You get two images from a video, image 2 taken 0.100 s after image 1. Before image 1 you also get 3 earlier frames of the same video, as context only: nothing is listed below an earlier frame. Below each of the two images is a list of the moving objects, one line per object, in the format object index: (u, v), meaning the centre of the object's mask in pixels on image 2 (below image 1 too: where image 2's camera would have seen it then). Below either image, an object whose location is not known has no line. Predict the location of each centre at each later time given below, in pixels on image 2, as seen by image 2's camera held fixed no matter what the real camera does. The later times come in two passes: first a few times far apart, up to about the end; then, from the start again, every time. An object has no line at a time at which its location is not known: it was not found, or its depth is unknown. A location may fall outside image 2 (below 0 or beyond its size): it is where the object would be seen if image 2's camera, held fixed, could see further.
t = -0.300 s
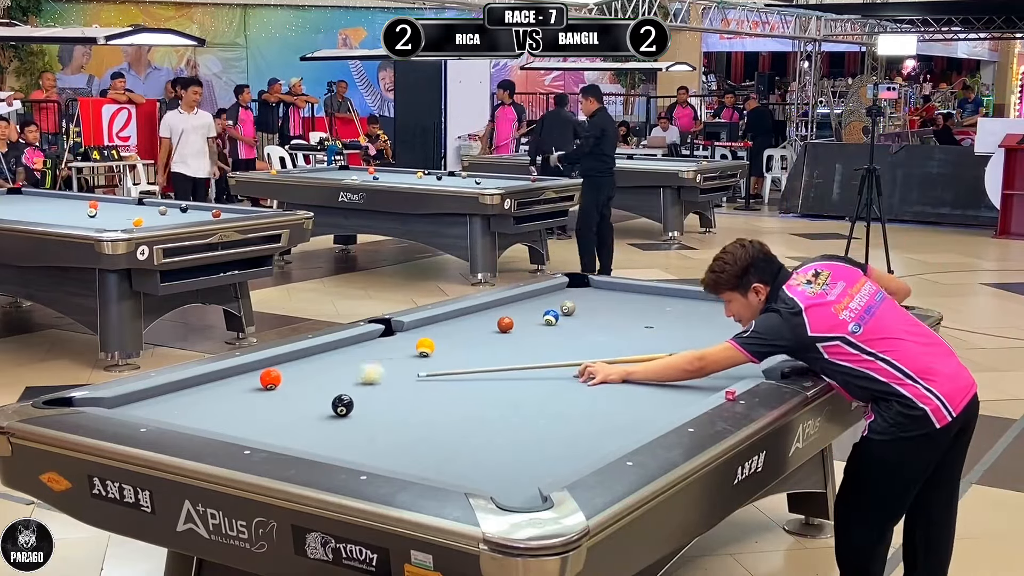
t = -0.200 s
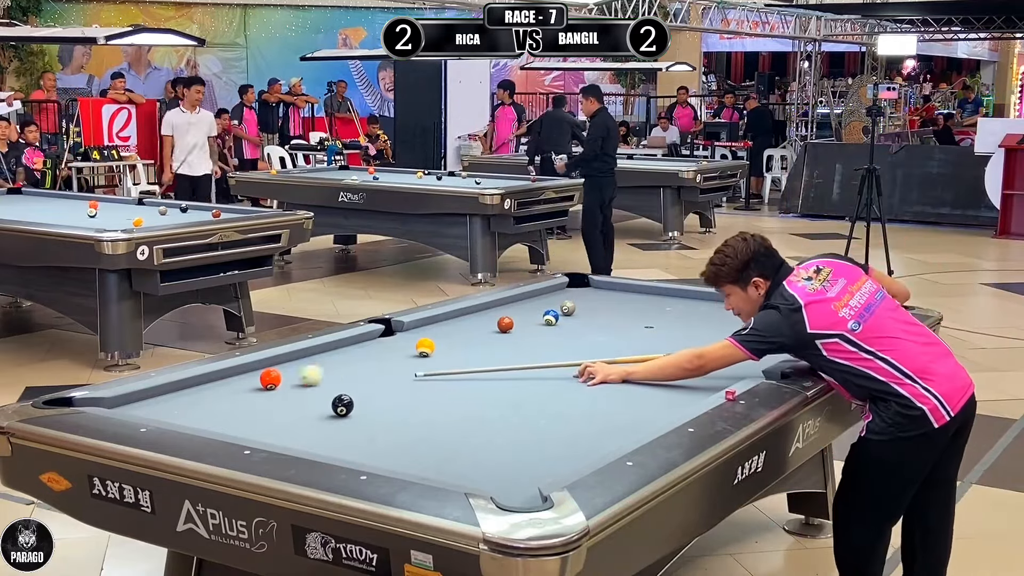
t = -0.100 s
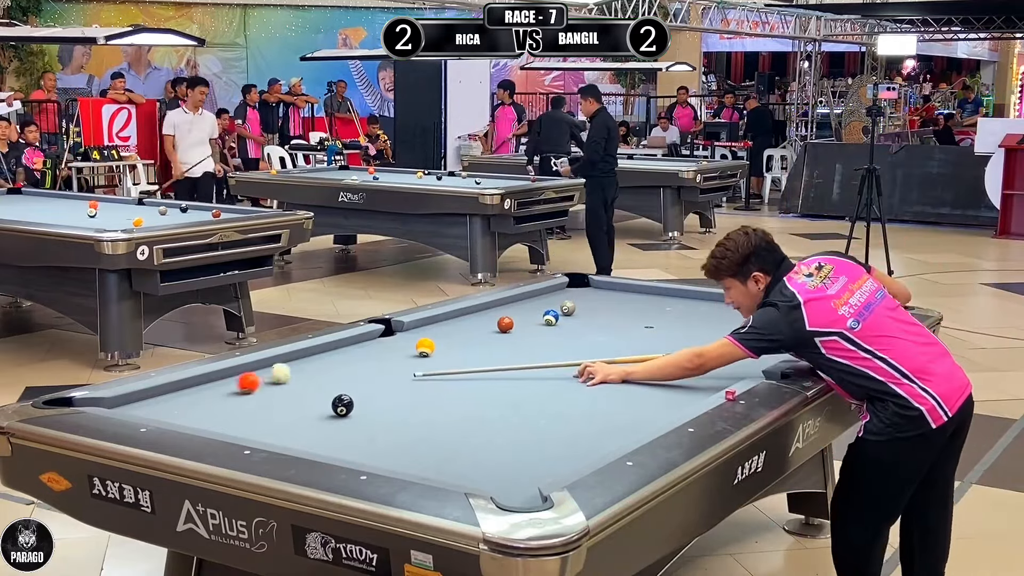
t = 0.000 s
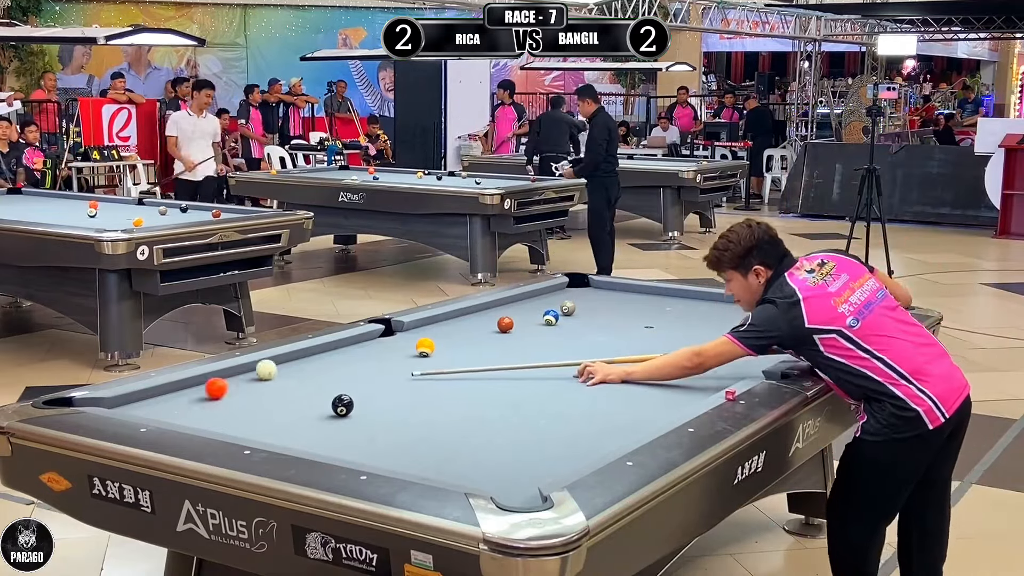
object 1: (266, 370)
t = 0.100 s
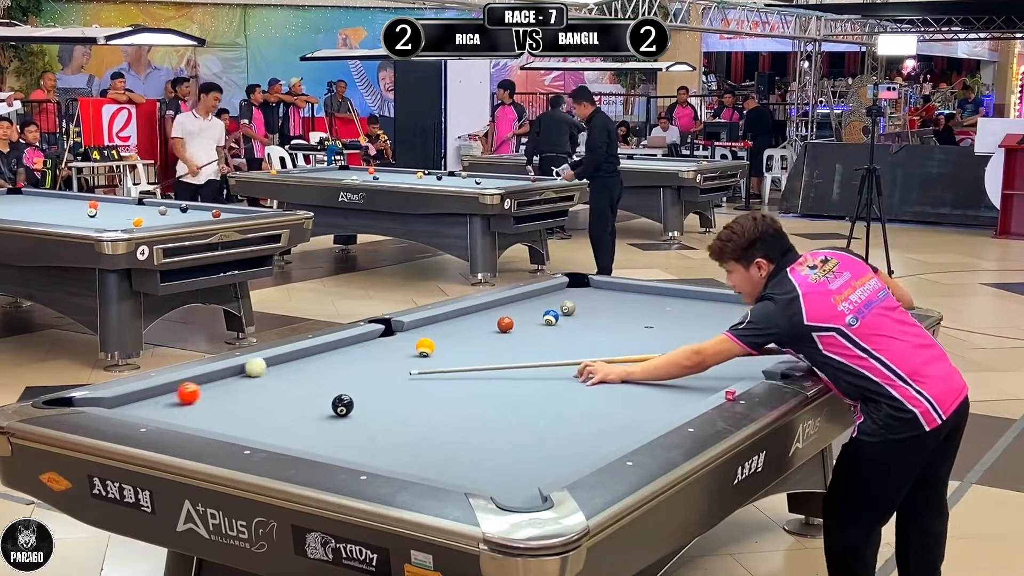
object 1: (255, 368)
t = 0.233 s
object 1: (276, 366)
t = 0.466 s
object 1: (308, 365)
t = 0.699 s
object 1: (339, 365)
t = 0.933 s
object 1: (368, 364)
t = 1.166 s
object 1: (394, 363)
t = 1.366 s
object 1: (416, 363)
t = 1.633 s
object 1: (442, 362)
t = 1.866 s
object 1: (464, 362)
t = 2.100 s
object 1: (484, 361)
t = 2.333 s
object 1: (501, 361)
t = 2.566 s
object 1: (519, 361)
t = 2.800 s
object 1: (534, 361)
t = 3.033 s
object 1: (547, 360)
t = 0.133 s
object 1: (261, 367)
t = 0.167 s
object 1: (266, 367)
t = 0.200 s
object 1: (271, 366)
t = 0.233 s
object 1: (276, 366)
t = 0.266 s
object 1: (280, 366)
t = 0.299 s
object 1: (285, 366)
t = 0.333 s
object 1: (289, 366)
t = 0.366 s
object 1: (294, 366)
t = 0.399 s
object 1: (299, 366)
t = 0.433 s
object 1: (304, 365)
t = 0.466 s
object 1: (308, 365)
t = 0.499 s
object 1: (313, 365)
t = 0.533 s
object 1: (317, 365)
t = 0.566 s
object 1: (322, 365)
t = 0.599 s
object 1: (326, 365)
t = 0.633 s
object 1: (330, 365)
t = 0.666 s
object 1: (334, 365)
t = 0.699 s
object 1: (339, 365)
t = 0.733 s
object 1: (343, 364)
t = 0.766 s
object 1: (347, 364)
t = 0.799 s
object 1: (351, 365)
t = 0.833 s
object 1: (355, 365)
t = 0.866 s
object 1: (359, 364)
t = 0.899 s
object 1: (364, 364)
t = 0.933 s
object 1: (368, 364)
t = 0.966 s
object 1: (371, 364)
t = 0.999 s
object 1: (375, 364)
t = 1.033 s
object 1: (379, 364)
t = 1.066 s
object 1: (383, 364)
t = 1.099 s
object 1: (387, 364)
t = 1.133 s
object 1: (391, 363)
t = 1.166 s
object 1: (394, 363)
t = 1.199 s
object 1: (398, 363)
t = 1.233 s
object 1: (401, 363)
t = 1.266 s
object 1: (405, 363)
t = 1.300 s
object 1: (409, 363)
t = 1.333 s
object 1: (412, 363)
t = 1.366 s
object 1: (416, 363)
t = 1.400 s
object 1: (418, 363)
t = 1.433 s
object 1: (422, 362)
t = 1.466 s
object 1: (426, 362)
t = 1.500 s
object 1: (429, 362)
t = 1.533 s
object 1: (433, 362)
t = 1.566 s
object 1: (436, 362)
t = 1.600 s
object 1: (439, 362)
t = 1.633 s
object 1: (442, 362)
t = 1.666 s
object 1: (445, 362)
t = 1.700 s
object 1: (449, 362)
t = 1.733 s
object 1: (452, 362)
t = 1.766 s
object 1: (455, 362)
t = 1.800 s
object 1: (458, 362)
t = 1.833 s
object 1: (461, 362)
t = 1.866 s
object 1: (464, 362)
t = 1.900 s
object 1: (467, 362)
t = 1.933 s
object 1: (469, 362)
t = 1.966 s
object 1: (472, 362)
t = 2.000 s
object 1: (475, 362)
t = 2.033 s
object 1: (478, 361)
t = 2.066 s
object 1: (481, 361)
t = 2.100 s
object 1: (484, 361)
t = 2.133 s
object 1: (486, 361)
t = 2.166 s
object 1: (489, 361)
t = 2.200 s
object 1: (491, 361)
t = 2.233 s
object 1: (494, 361)
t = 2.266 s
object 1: (497, 361)
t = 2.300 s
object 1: (499, 361)
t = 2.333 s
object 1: (501, 361)
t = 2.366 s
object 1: (504, 361)
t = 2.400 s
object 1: (507, 361)
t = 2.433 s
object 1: (509, 361)
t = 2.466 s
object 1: (511, 361)
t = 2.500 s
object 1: (513, 361)
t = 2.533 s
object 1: (516, 361)
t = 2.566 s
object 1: (519, 361)
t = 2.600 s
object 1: (521, 361)
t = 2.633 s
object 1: (523, 361)
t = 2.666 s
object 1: (525, 361)
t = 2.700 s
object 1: (527, 360)
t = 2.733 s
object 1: (529, 361)
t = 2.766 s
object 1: (531, 361)
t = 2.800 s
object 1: (534, 361)
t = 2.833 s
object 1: (536, 361)
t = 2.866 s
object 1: (537, 361)
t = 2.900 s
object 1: (540, 360)
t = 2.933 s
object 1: (542, 360)
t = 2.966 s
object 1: (544, 360)
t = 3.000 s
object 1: (545, 360)
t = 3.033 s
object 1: (547, 360)
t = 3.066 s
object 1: (549, 360)
